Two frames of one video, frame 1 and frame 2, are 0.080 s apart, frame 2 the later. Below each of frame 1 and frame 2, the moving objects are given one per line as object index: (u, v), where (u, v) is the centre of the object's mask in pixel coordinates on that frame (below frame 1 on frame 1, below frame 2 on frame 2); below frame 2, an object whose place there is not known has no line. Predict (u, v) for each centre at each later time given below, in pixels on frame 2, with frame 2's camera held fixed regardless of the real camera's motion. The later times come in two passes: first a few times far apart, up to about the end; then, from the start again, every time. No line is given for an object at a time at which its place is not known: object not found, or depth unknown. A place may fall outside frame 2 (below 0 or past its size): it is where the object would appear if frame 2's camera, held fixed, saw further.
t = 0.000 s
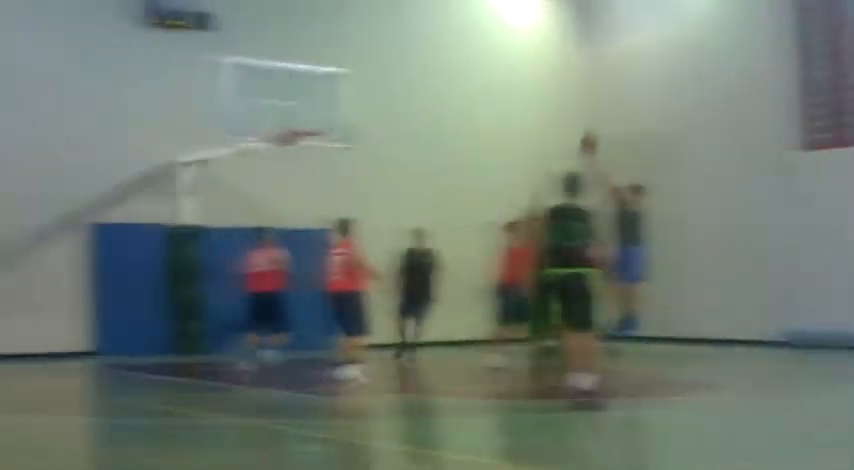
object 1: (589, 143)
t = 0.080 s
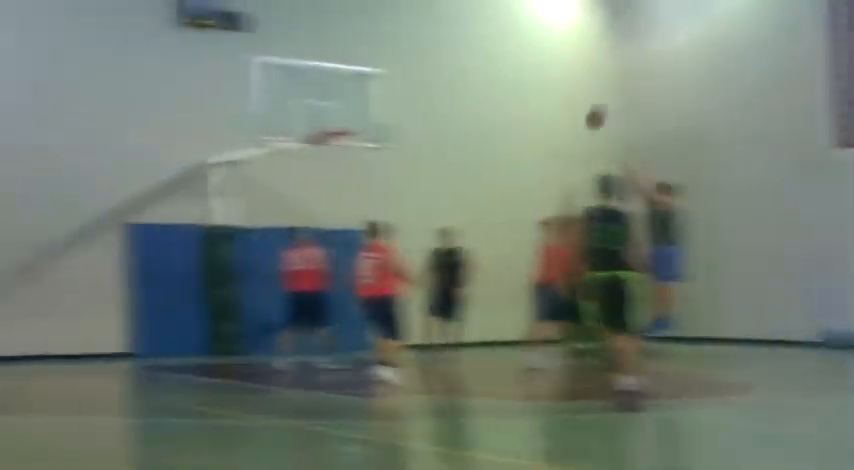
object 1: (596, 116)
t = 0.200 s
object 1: (553, 88)
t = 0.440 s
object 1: (472, 63)
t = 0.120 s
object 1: (578, 107)
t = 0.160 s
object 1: (565, 95)
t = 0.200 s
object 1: (553, 88)
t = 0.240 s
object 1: (541, 82)
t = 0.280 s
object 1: (527, 76)
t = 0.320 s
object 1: (512, 70)
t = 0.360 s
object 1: (497, 65)
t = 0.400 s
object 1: (486, 64)
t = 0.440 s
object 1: (472, 63)
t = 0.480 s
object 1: (459, 63)
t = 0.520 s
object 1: (449, 64)
